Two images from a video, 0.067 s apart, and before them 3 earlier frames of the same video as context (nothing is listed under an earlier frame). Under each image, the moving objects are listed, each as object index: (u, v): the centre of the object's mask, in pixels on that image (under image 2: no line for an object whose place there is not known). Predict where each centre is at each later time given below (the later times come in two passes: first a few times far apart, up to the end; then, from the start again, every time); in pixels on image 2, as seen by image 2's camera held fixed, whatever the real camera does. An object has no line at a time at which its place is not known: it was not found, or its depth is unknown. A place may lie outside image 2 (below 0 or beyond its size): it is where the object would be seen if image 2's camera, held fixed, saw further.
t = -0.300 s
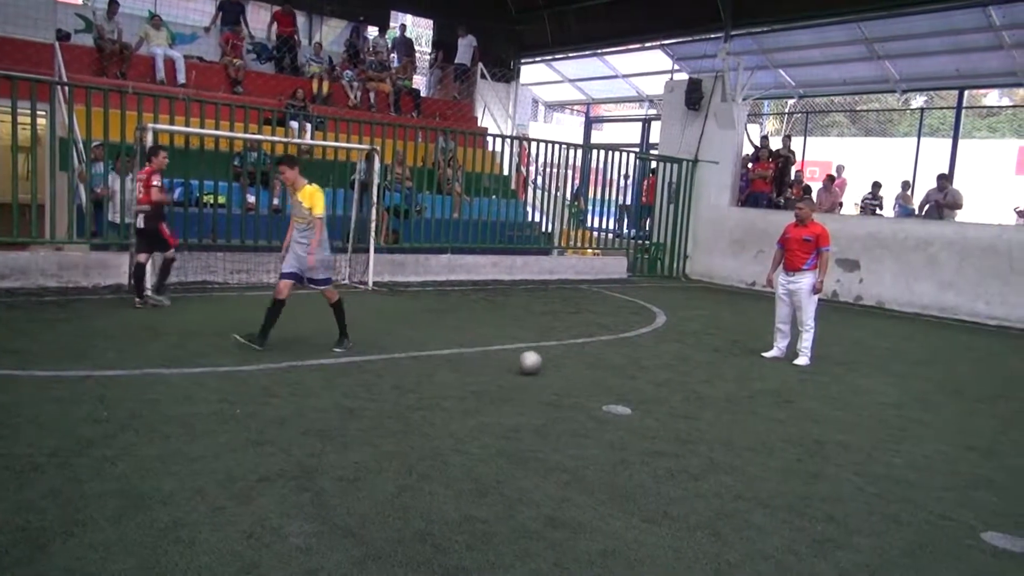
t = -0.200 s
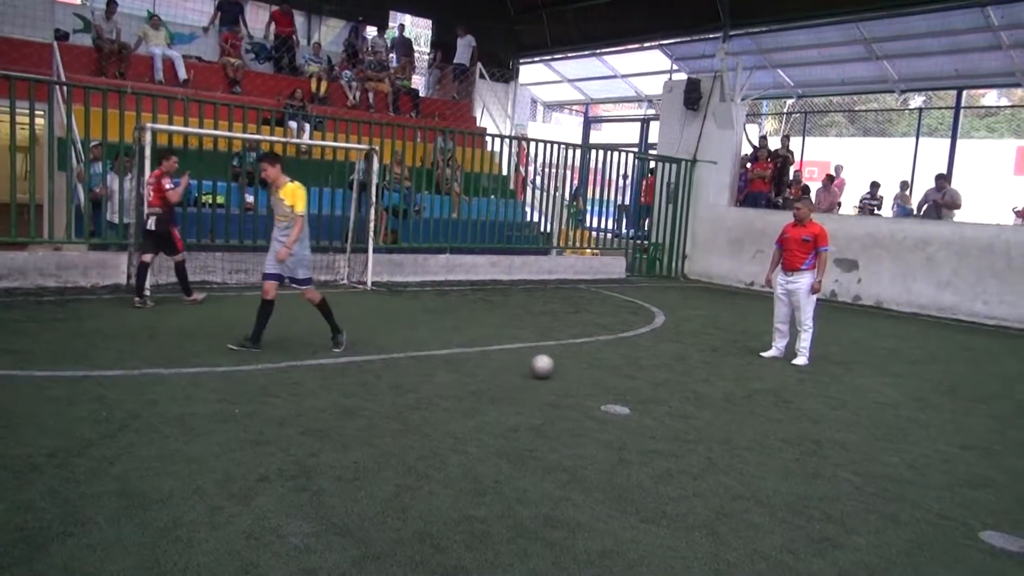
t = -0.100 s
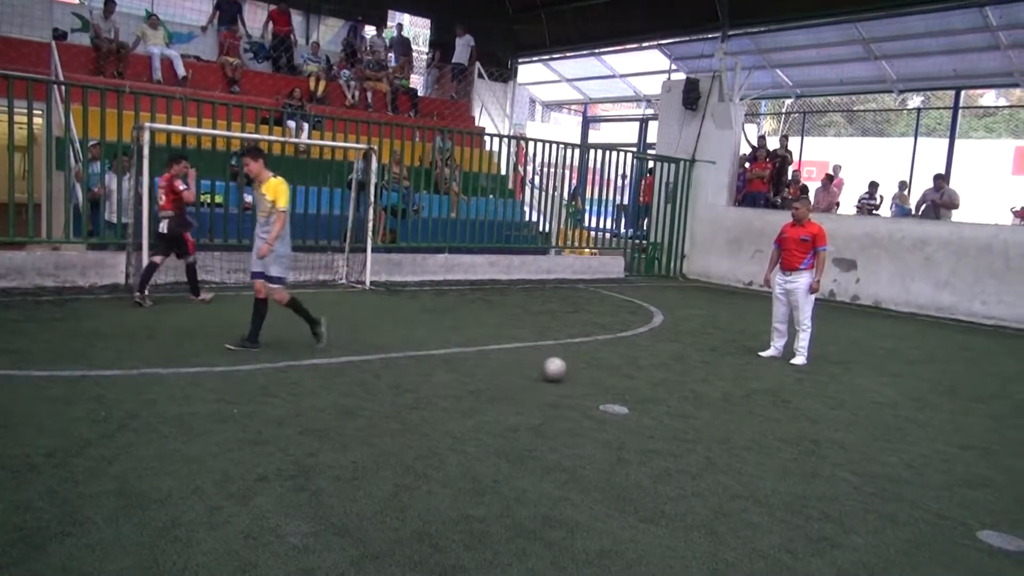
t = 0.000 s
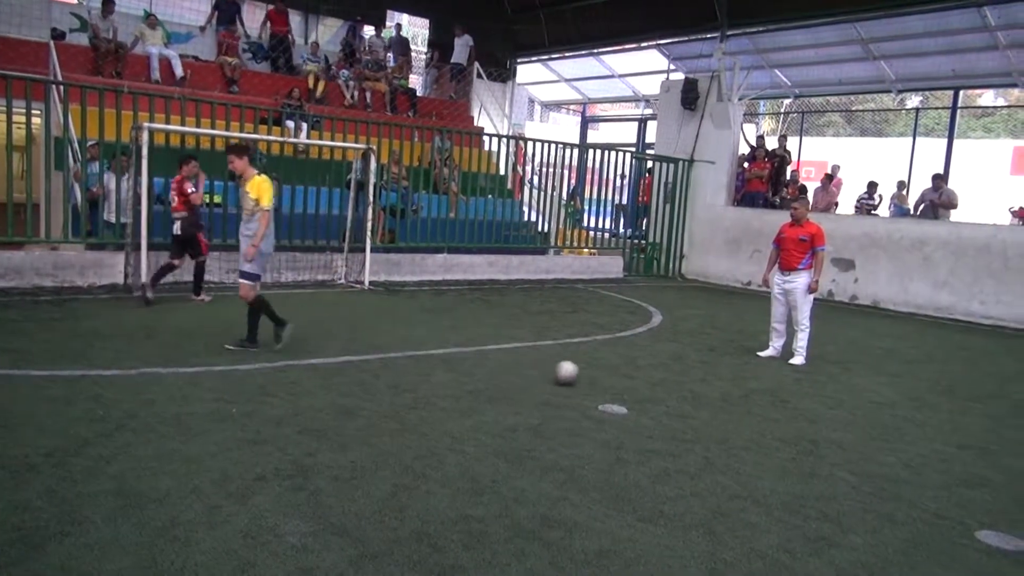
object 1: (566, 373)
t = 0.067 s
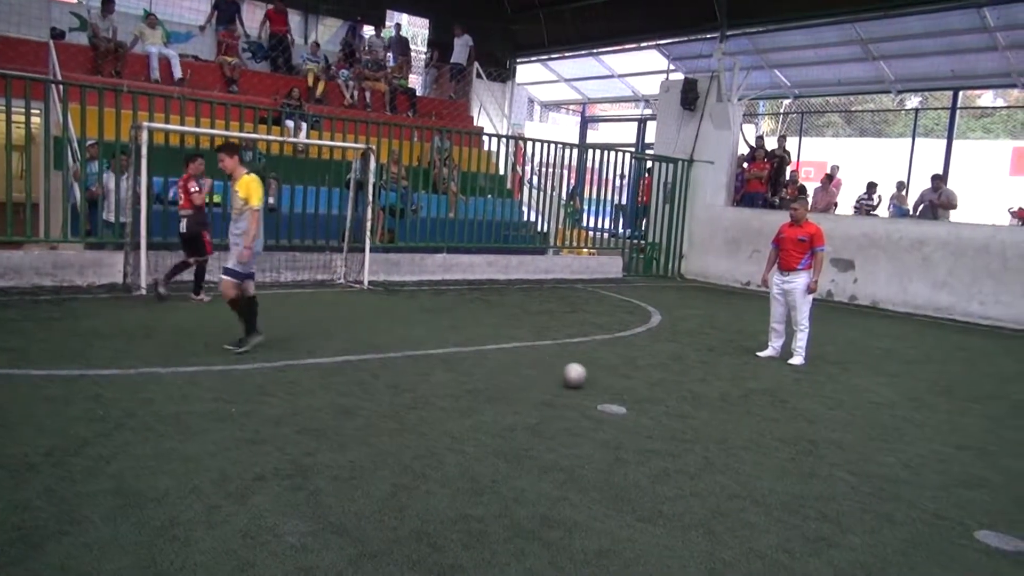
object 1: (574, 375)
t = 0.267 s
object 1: (600, 383)
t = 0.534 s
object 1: (633, 393)
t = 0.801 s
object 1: (665, 403)
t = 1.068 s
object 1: (693, 413)
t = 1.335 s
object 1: (720, 423)
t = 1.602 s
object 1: (745, 432)
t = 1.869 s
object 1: (769, 441)
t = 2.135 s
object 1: (791, 448)
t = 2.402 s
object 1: (807, 454)
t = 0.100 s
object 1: (579, 377)
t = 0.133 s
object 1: (583, 378)
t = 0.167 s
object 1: (587, 379)
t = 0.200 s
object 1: (592, 380)
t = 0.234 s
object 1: (596, 382)
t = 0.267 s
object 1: (600, 383)
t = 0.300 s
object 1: (605, 384)
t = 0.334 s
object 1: (609, 385)
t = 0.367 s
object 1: (613, 386)
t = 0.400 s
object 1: (617, 387)
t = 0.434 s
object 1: (622, 388)
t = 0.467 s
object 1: (626, 390)
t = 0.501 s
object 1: (630, 392)
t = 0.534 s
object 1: (633, 393)
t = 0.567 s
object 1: (637, 394)
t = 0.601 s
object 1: (641, 395)
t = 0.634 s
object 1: (645, 397)
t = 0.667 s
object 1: (649, 398)
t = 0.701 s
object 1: (653, 399)
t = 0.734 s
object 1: (656, 400)
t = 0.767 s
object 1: (661, 402)
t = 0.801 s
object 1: (665, 403)
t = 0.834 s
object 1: (669, 404)
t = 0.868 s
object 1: (672, 406)
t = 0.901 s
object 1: (675, 407)
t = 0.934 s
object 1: (678, 408)
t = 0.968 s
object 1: (682, 409)
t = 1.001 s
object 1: (686, 410)
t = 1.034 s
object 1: (689, 412)
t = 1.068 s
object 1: (693, 413)
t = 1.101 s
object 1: (697, 414)
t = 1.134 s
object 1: (699, 415)
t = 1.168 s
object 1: (703, 417)
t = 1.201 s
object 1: (706, 418)
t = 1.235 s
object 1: (710, 419)
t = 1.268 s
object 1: (713, 420)
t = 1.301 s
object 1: (716, 422)
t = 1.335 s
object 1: (720, 423)
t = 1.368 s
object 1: (723, 424)
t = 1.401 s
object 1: (725, 425)
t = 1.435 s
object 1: (728, 427)
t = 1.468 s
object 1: (732, 428)
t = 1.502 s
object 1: (735, 429)
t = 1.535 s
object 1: (738, 430)
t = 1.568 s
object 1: (741, 430)
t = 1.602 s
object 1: (745, 432)
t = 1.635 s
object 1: (748, 433)
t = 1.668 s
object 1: (751, 434)
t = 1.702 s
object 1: (754, 436)
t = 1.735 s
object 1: (757, 437)
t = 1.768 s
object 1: (761, 438)
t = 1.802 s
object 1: (763, 439)
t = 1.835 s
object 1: (766, 440)
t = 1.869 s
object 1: (769, 441)
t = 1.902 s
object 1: (772, 442)
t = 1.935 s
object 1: (775, 443)
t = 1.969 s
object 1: (778, 443)
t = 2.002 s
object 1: (781, 445)
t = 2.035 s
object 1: (783, 446)
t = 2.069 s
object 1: (786, 446)
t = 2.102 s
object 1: (788, 447)
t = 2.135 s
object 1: (791, 448)
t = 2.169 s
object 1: (793, 449)
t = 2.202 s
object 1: (795, 450)
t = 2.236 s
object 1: (797, 451)
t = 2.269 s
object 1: (799, 452)
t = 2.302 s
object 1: (801, 452)
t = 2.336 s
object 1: (803, 453)
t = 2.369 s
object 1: (806, 454)
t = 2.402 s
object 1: (807, 454)
